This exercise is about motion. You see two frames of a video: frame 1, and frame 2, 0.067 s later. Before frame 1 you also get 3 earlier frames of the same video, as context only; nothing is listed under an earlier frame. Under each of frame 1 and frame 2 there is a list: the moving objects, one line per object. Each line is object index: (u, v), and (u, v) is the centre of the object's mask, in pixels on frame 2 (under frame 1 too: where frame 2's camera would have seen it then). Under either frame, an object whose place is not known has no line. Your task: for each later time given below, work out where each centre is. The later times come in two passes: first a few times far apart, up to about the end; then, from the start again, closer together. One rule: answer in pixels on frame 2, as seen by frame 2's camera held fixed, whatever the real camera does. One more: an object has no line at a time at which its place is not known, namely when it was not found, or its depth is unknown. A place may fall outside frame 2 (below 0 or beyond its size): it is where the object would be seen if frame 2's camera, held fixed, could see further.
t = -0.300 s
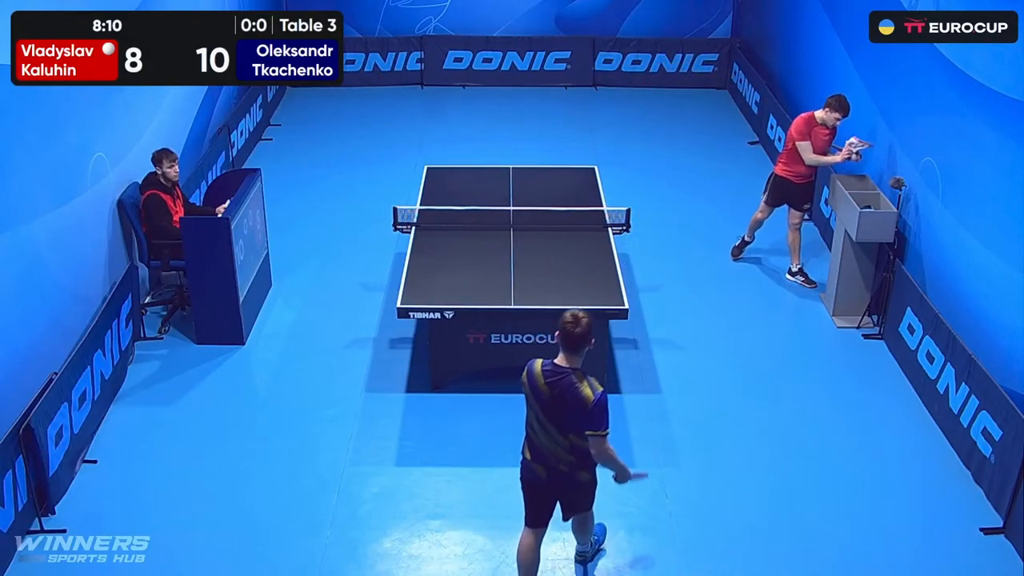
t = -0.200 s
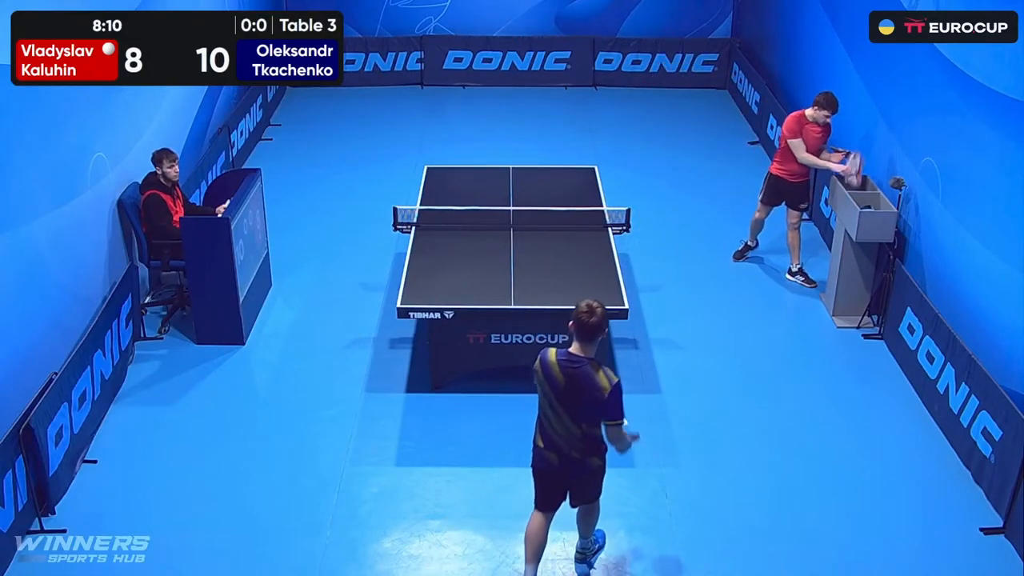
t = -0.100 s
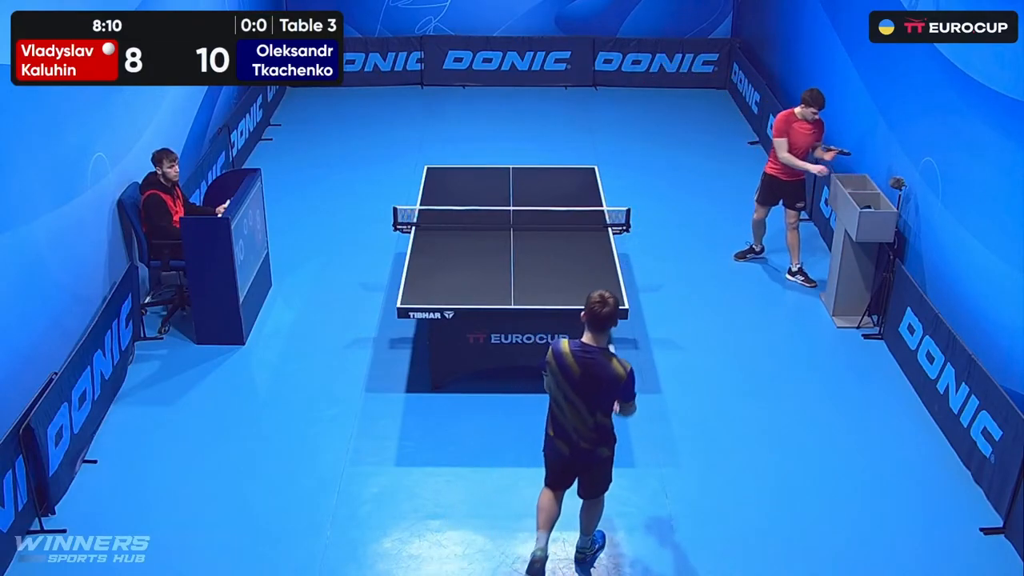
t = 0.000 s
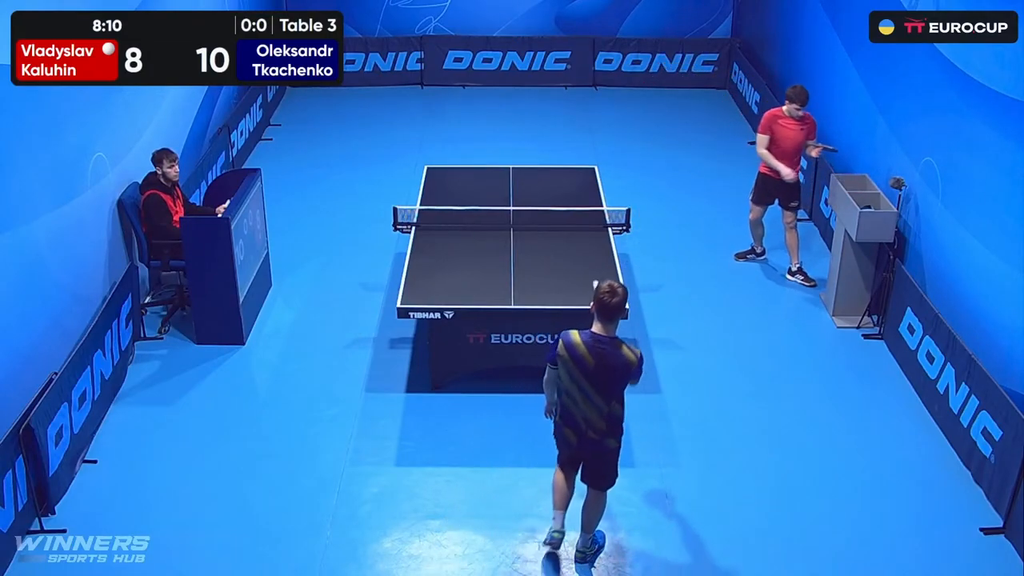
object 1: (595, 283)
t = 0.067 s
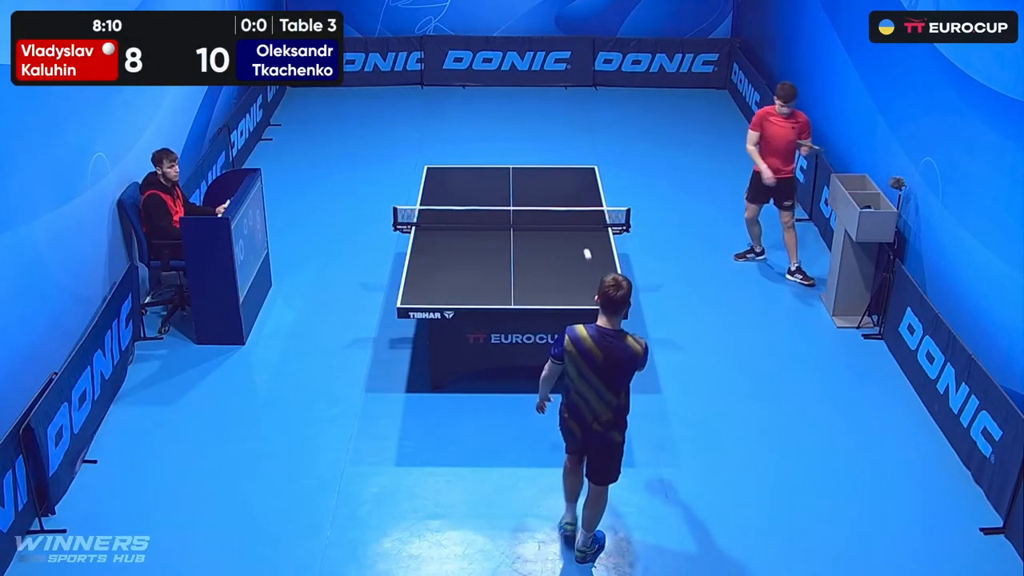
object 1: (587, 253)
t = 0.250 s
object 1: (565, 205)
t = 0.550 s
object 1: (534, 225)
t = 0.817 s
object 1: (524, 182)
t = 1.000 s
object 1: (520, 166)
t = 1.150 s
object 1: (517, 182)
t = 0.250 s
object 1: (565, 205)
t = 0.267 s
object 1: (563, 203)
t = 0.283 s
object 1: (561, 202)
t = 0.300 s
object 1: (559, 202)
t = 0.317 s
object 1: (557, 201)
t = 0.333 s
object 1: (556, 201)
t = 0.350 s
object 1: (554, 201)
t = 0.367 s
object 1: (552, 201)
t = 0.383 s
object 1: (551, 202)
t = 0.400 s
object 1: (549, 203)
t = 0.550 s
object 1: (534, 225)
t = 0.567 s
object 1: (533, 229)
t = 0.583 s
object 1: (531, 233)
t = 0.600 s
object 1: (529, 237)
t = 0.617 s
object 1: (528, 242)
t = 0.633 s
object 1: (527, 242)
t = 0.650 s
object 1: (527, 235)
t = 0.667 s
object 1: (527, 227)
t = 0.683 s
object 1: (526, 221)
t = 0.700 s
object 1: (526, 215)
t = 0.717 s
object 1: (526, 209)
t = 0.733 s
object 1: (525, 203)
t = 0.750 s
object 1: (525, 199)
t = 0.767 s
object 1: (525, 194)
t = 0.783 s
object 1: (525, 190)
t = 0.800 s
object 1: (524, 186)
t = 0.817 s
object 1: (524, 182)
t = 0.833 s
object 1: (524, 179)
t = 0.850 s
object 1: (523, 176)
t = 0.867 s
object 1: (523, 173)
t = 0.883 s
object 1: (523, 171)
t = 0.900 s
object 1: (522, 170)
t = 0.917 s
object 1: (521, 169)
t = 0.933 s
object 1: (521, 167)
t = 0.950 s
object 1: (521, 166)
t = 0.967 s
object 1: (520, 166)
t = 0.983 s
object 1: (520, 166)
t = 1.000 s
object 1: (520, 166)
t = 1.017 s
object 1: (519, 167)
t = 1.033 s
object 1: (519, 167)
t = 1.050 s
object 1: (519, 169)
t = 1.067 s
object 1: (518, 170)
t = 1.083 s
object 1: (518, 171)
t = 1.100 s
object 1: (517, 173)
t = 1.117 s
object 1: (517, 176)
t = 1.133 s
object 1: (517, 179)
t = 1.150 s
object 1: (517, 182)
